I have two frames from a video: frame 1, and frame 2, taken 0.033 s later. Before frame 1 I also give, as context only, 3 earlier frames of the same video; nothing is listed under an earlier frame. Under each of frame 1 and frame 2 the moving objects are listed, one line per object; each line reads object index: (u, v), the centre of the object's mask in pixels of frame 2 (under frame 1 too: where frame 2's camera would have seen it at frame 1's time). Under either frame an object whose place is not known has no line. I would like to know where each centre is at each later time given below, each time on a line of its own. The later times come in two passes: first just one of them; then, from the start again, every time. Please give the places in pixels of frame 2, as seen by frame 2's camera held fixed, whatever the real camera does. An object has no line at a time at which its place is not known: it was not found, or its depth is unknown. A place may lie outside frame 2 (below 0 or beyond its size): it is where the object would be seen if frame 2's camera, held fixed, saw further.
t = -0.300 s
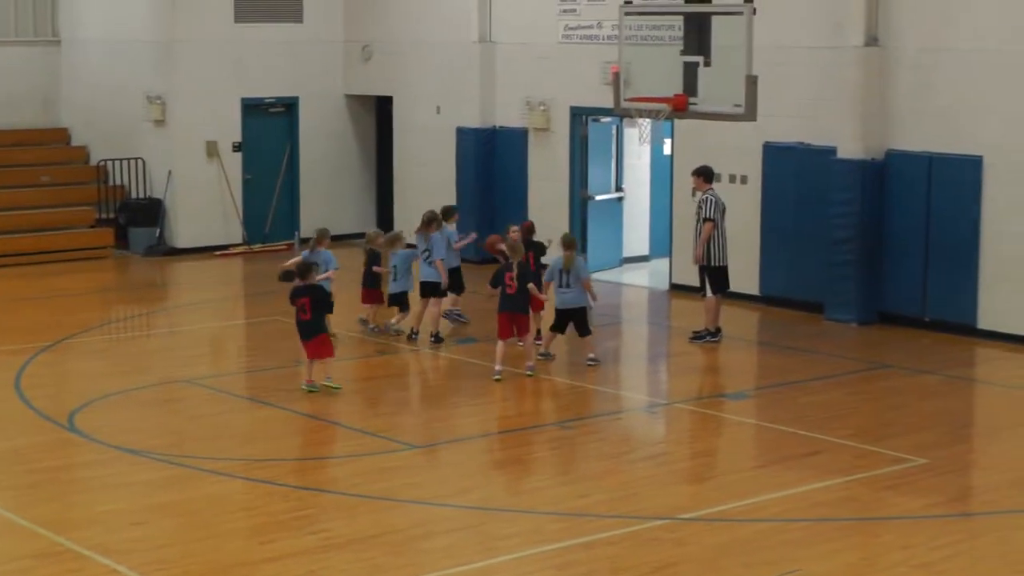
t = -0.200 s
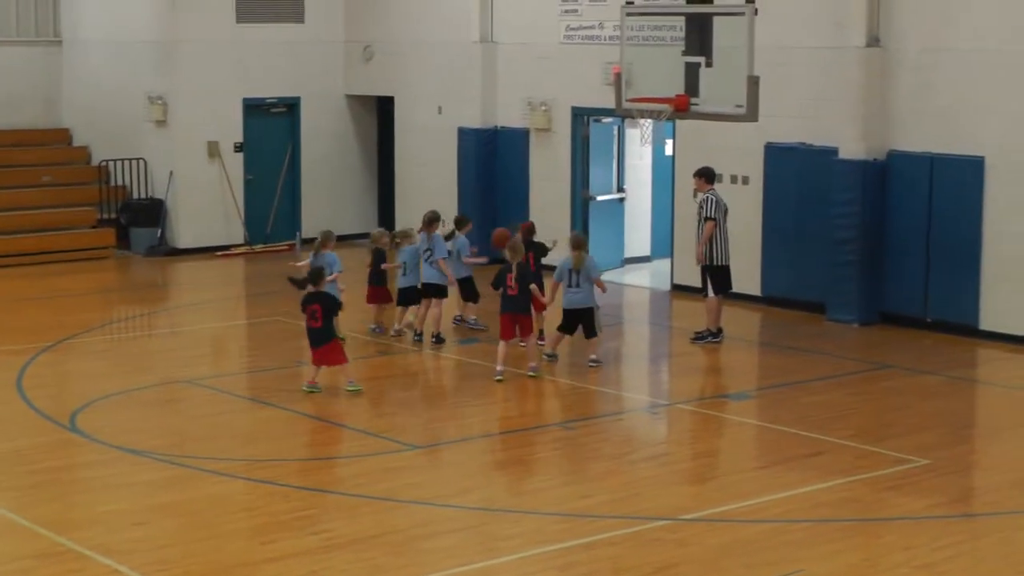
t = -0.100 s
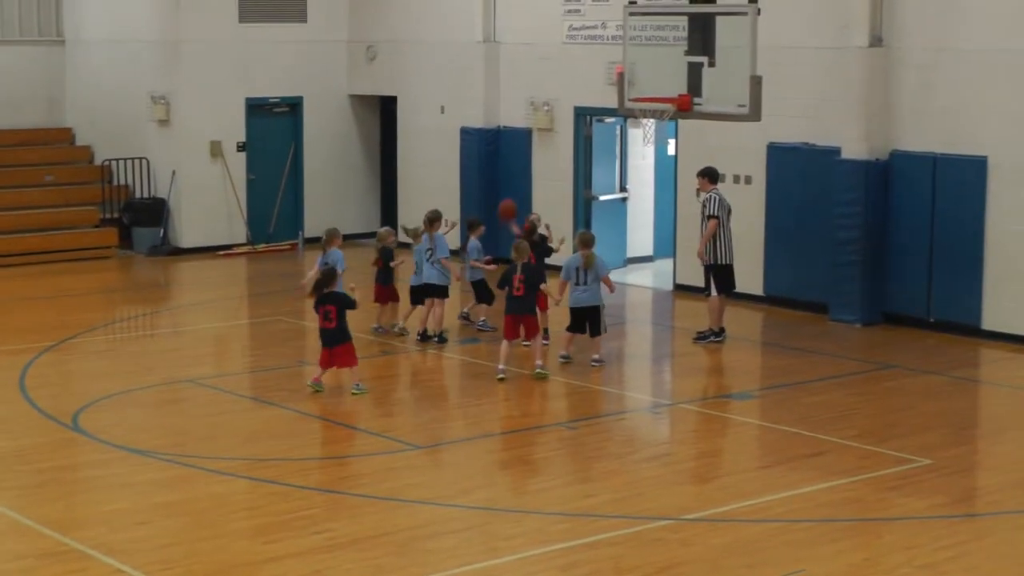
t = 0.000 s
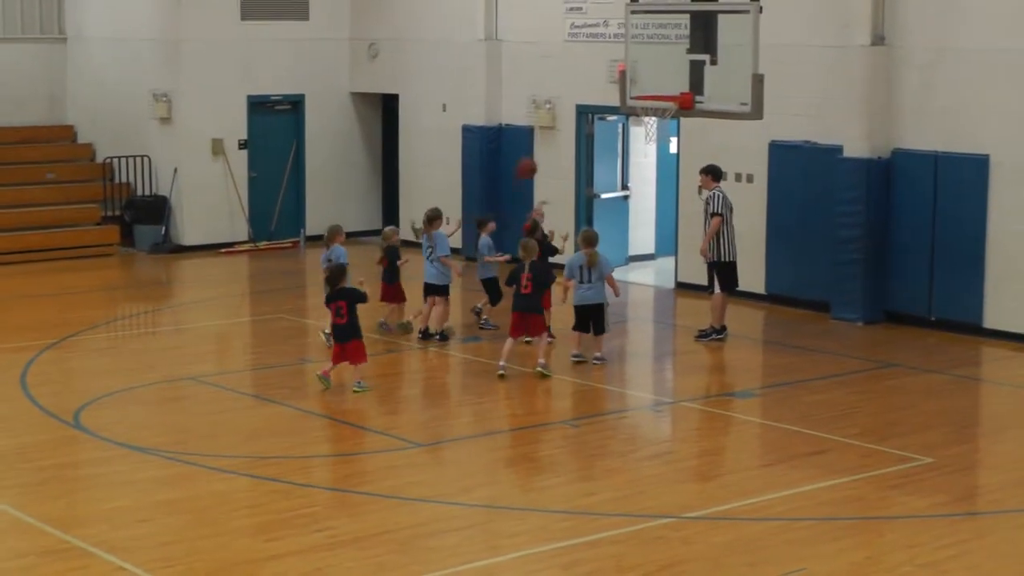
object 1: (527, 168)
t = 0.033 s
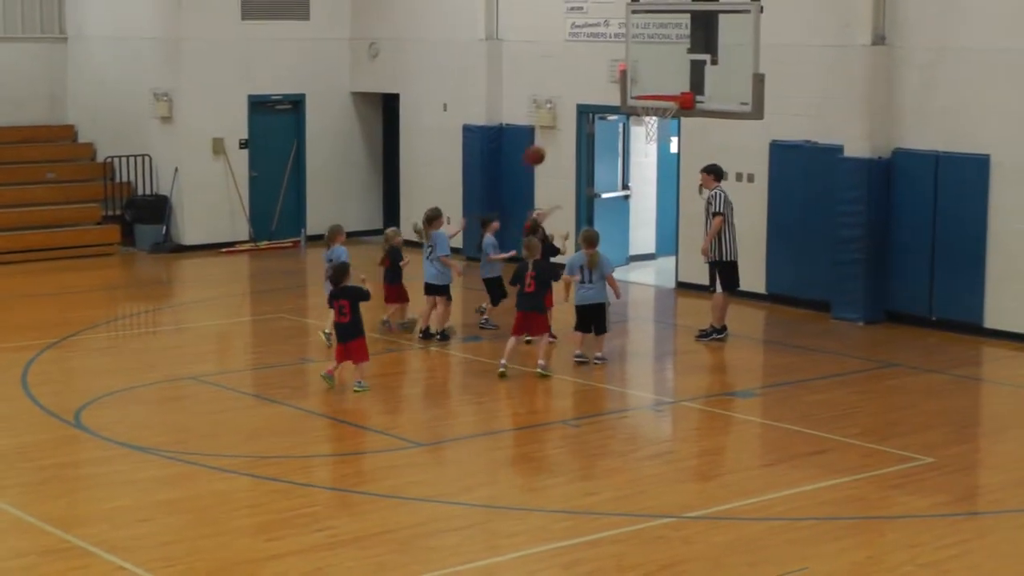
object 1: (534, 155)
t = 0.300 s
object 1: (593, 88)
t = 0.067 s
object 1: (542, 143)
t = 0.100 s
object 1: (549, 133)
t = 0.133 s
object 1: (556, 123)
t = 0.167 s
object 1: (563, 114)
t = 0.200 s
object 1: (570, 106)
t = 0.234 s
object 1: (578, 99)
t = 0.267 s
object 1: (585, 93)
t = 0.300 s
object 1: (593, 88)
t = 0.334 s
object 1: (601, 84)
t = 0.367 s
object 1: (608, 81)
